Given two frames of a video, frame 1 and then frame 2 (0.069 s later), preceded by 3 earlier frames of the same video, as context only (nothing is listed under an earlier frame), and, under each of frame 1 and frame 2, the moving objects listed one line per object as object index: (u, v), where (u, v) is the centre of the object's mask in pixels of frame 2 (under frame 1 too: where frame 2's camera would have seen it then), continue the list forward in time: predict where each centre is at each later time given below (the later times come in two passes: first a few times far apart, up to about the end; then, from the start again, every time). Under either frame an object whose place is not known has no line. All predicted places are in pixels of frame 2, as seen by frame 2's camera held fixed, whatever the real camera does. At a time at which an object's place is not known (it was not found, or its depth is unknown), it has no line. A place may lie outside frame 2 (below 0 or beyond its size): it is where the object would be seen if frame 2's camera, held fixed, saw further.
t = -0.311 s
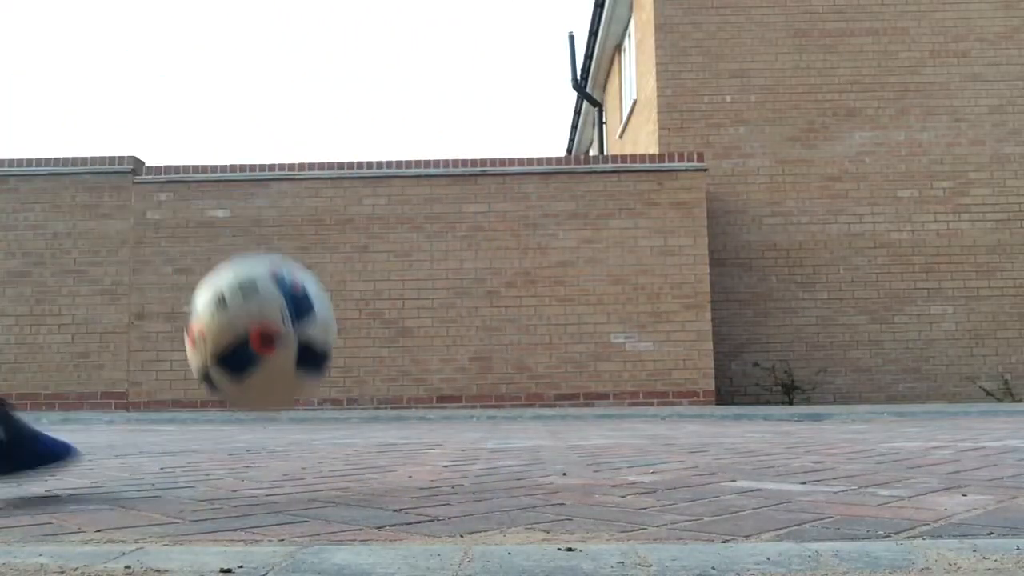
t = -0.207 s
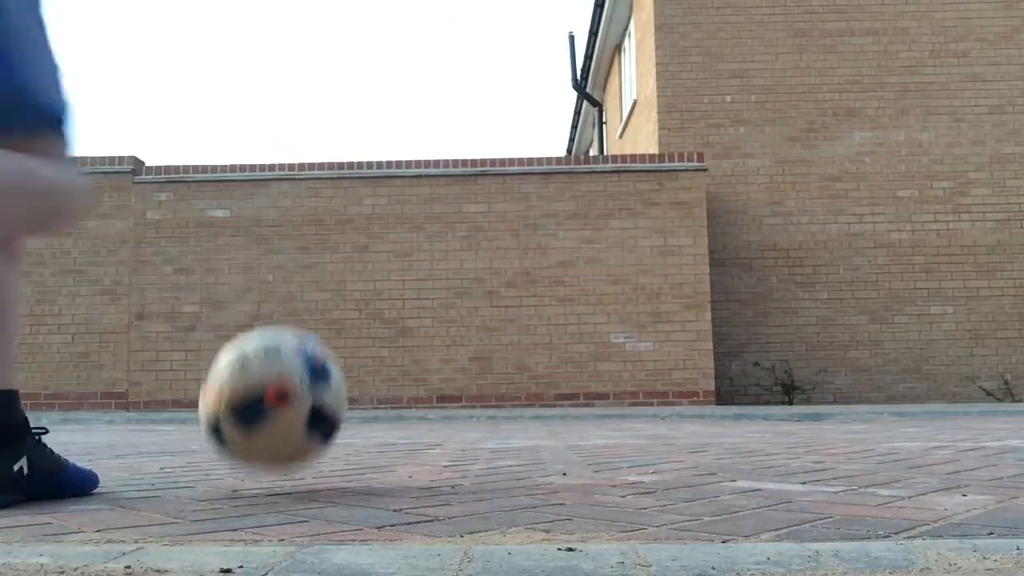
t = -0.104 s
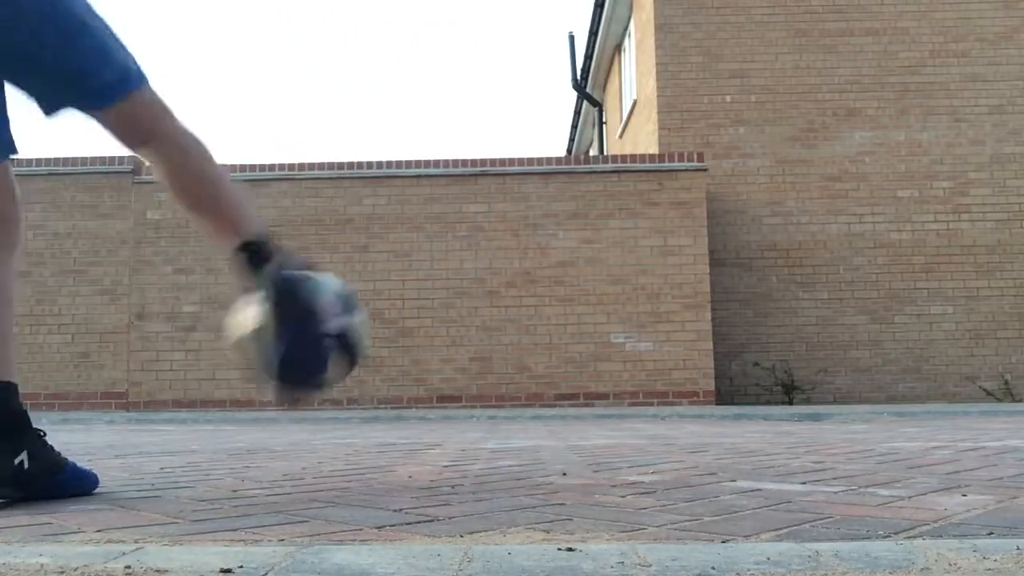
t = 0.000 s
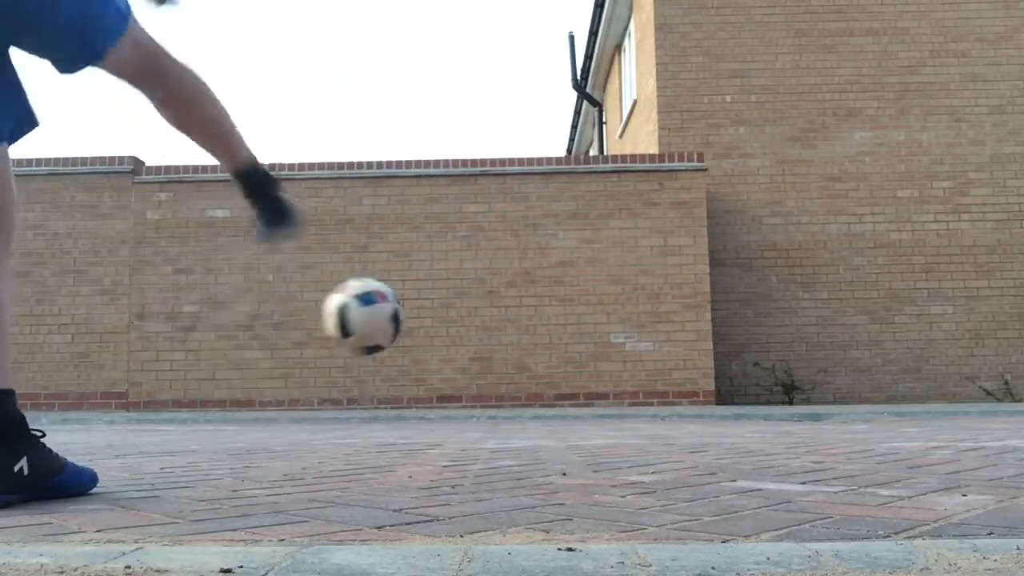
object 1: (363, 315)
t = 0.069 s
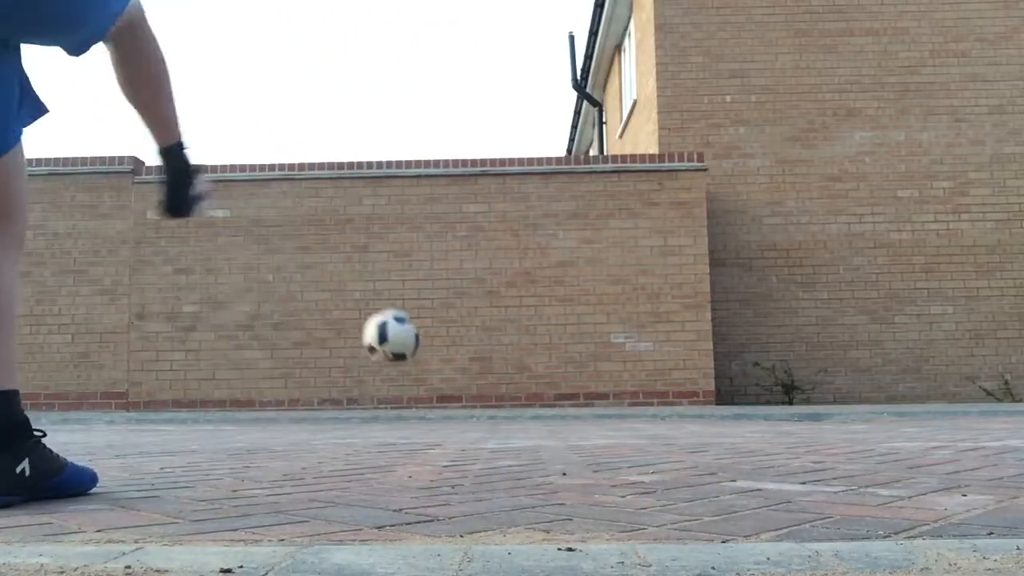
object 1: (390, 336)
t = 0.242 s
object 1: (413, 396)
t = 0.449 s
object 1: (423, 382)
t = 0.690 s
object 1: (402, 380)
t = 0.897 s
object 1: (376, 388)
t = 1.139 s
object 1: (336, 408)
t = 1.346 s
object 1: (299, 393)
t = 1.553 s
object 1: (247, 394)
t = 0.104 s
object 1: (397, 346)
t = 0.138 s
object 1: (402, 357)
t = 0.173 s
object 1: (406, 369)
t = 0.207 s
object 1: (410, 382)
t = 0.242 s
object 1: (413, 396)
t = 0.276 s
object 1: (416, 406)
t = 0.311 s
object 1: (418, 397)
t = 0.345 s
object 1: (419, 391)
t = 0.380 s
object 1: (421, 385)
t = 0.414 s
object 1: (422, 382)
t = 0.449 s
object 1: (423, 382)
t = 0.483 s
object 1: (426, 383)
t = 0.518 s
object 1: (423, 380)
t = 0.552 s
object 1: (420, 377)
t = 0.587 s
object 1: (415, 376)
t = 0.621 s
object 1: (412, 376)
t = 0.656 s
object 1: (407, 377)
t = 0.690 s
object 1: (402, 380)
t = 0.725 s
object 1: (396, 385)
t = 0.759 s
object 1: (392, 393)
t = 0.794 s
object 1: (388, 404)
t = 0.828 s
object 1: (383, 404)
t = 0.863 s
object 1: (379, 395)
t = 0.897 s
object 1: (376, 388)
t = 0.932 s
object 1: (372, 383)
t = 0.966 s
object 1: (366, 380)
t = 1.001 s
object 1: (363, 379)
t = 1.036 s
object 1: (358, 379)
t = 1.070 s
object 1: (353, 384)
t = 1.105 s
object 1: (348, 389)
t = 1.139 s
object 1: (336, 408)
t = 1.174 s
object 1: (331, 401)
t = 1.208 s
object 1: (326, 395)
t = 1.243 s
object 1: (319, 390)
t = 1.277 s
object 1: (313, 388)
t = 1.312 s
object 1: (306, 389)
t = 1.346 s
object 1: (299, 393)
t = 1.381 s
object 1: (292, 400)
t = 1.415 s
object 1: (284, 408)
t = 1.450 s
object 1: (275, 402)
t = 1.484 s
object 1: (266, 396)
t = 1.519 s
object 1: (257, 393)
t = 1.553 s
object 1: (247, 394)
